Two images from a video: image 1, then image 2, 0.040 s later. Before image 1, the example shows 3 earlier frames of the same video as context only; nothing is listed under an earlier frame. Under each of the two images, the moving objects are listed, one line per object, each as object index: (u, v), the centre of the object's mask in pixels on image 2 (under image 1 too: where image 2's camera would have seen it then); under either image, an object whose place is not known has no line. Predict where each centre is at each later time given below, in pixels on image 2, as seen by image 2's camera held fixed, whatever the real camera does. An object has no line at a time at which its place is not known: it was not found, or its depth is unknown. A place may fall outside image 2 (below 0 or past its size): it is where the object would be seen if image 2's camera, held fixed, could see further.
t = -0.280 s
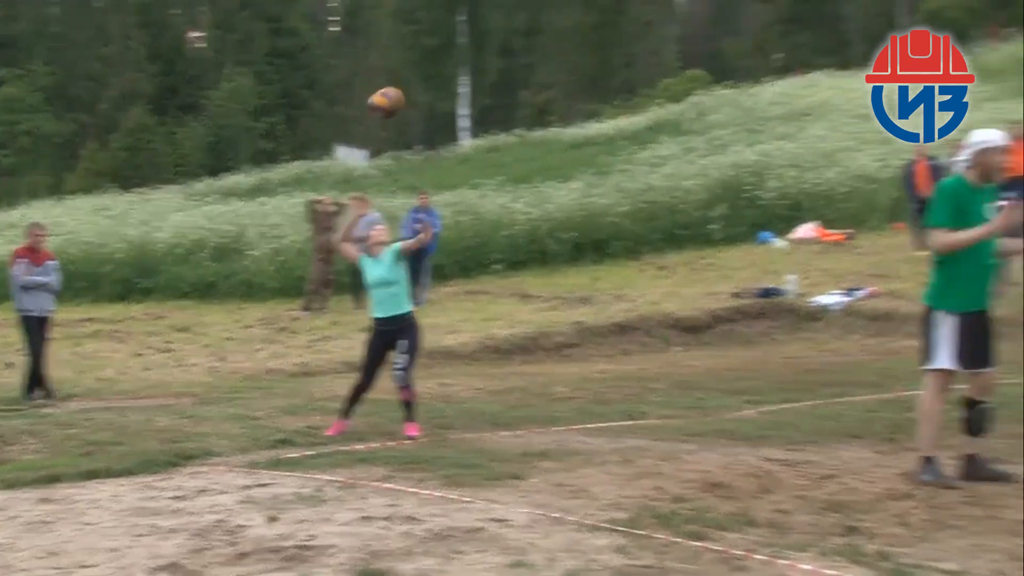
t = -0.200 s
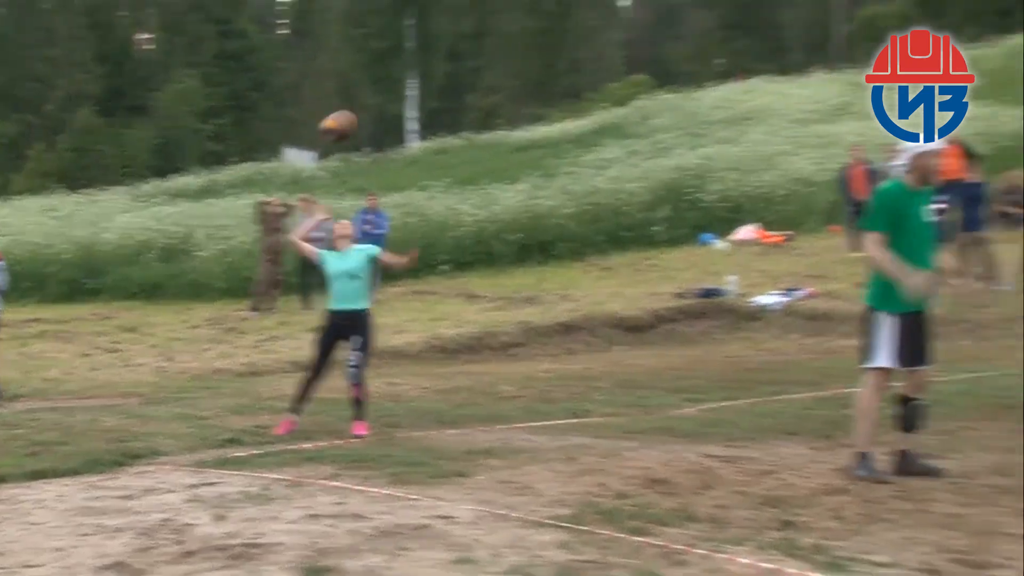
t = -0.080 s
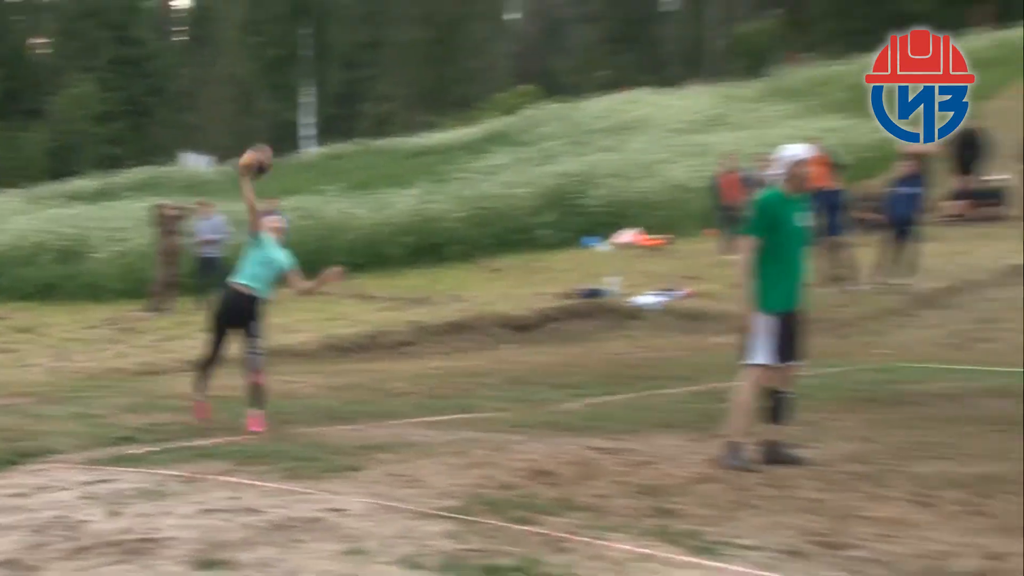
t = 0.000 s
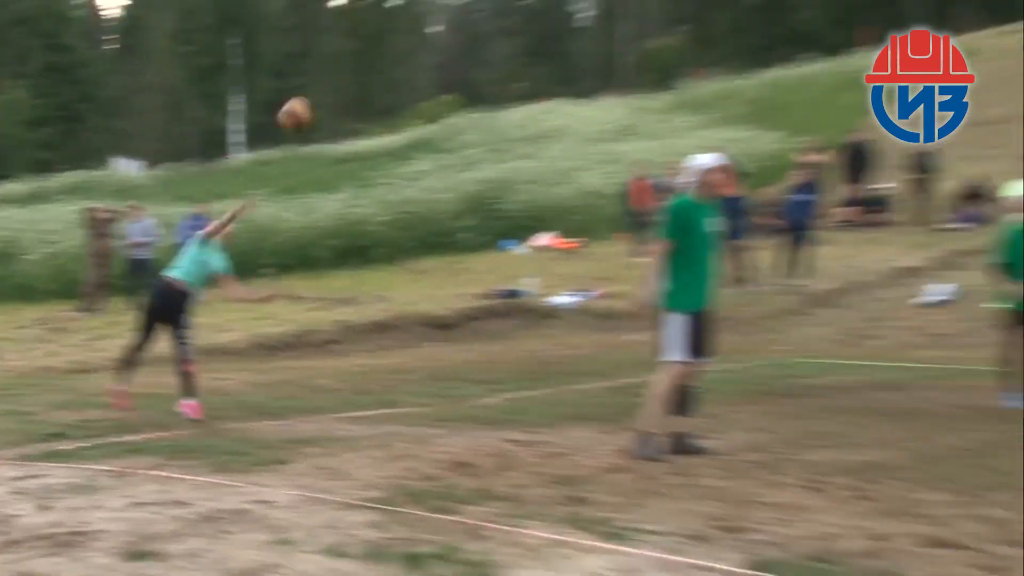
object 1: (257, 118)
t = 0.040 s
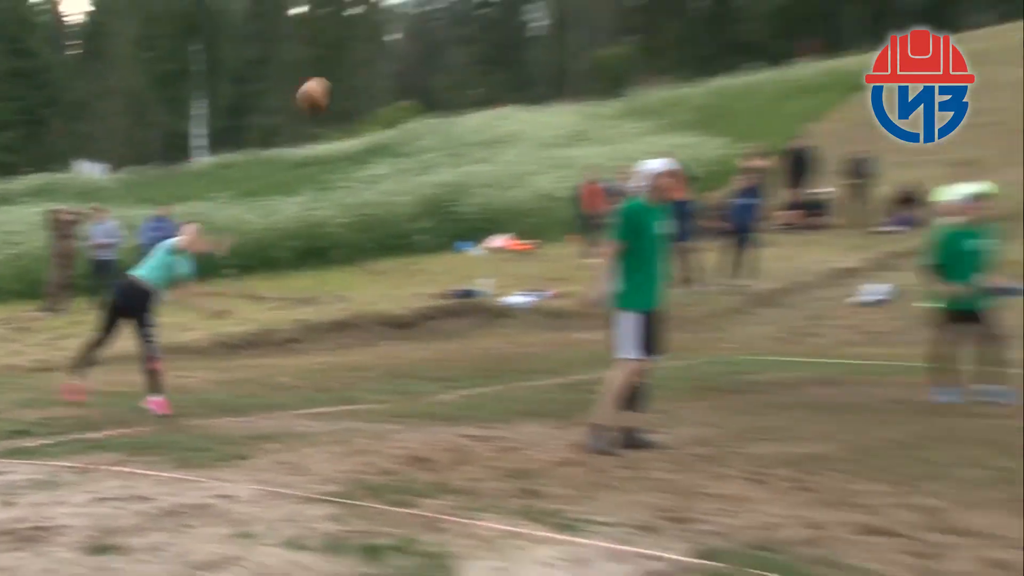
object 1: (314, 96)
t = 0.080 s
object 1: (374, 72)
